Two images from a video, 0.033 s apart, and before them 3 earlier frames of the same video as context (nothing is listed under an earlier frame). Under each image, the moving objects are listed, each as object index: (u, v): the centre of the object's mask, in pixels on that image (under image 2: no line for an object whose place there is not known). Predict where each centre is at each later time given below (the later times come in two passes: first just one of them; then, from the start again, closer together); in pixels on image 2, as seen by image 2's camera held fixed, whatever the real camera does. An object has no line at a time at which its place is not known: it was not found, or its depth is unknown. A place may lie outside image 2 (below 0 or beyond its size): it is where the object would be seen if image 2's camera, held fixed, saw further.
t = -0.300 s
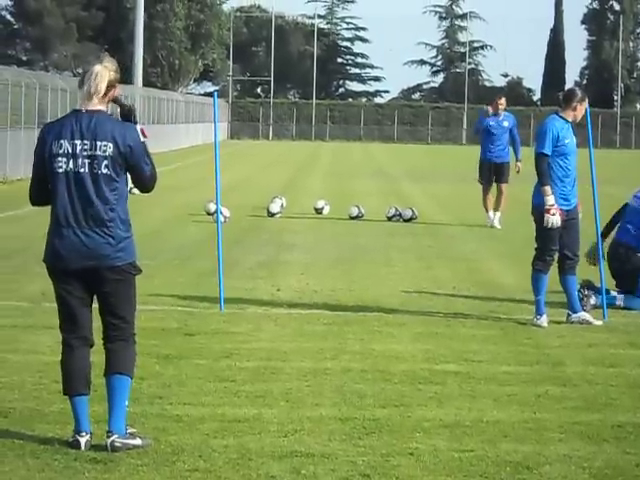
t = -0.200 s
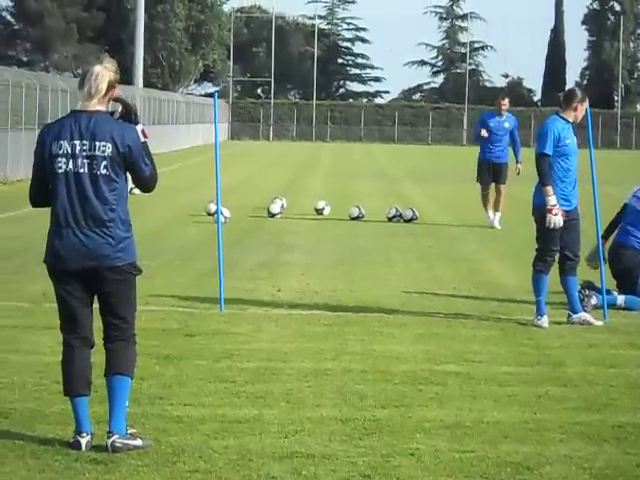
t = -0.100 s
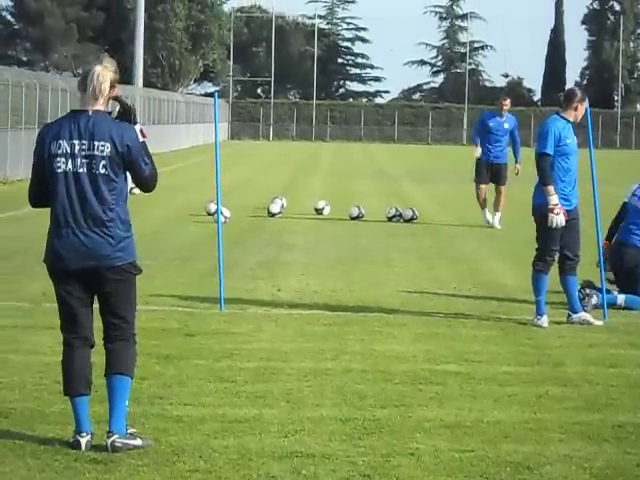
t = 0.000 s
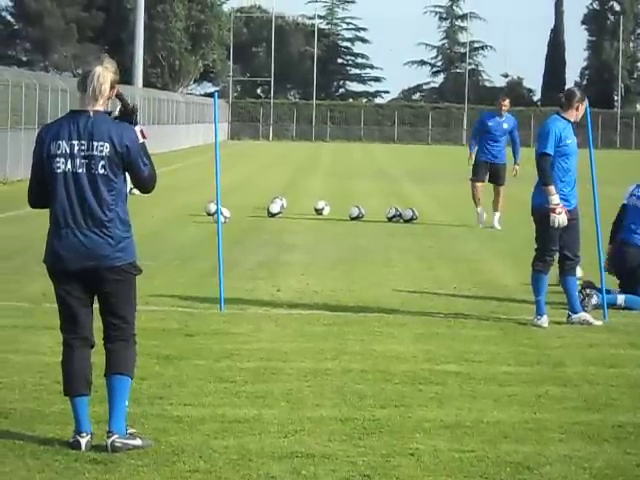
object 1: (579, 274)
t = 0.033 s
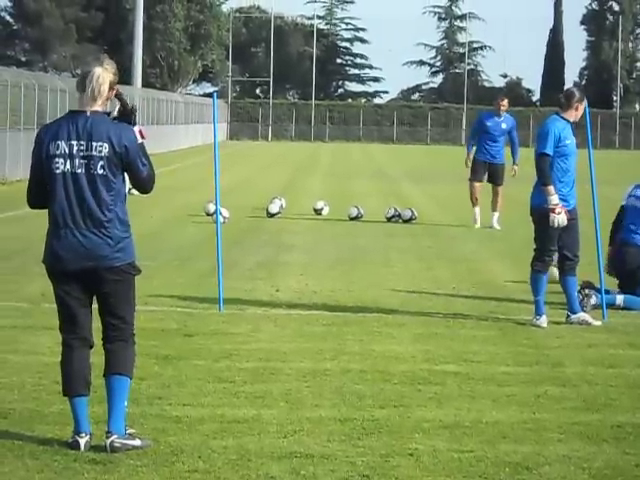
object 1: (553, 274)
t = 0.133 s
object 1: (524, 261)
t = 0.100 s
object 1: (527, 264)
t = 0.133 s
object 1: (524, 261)
